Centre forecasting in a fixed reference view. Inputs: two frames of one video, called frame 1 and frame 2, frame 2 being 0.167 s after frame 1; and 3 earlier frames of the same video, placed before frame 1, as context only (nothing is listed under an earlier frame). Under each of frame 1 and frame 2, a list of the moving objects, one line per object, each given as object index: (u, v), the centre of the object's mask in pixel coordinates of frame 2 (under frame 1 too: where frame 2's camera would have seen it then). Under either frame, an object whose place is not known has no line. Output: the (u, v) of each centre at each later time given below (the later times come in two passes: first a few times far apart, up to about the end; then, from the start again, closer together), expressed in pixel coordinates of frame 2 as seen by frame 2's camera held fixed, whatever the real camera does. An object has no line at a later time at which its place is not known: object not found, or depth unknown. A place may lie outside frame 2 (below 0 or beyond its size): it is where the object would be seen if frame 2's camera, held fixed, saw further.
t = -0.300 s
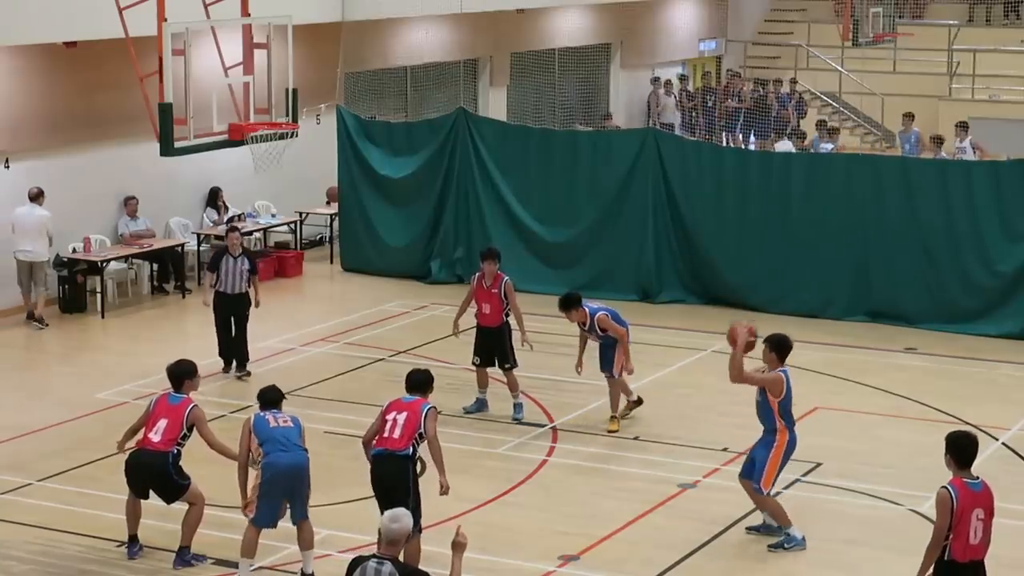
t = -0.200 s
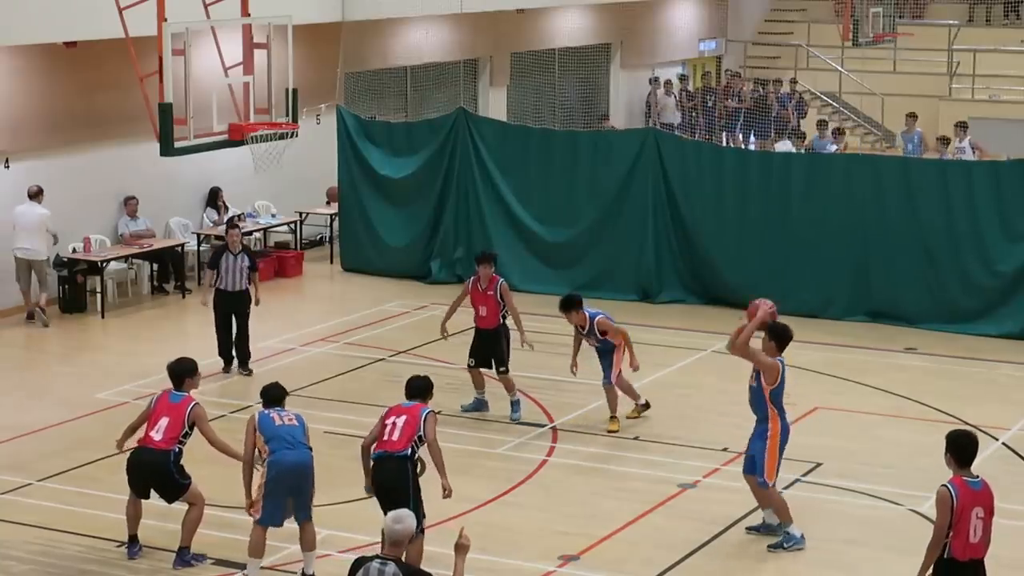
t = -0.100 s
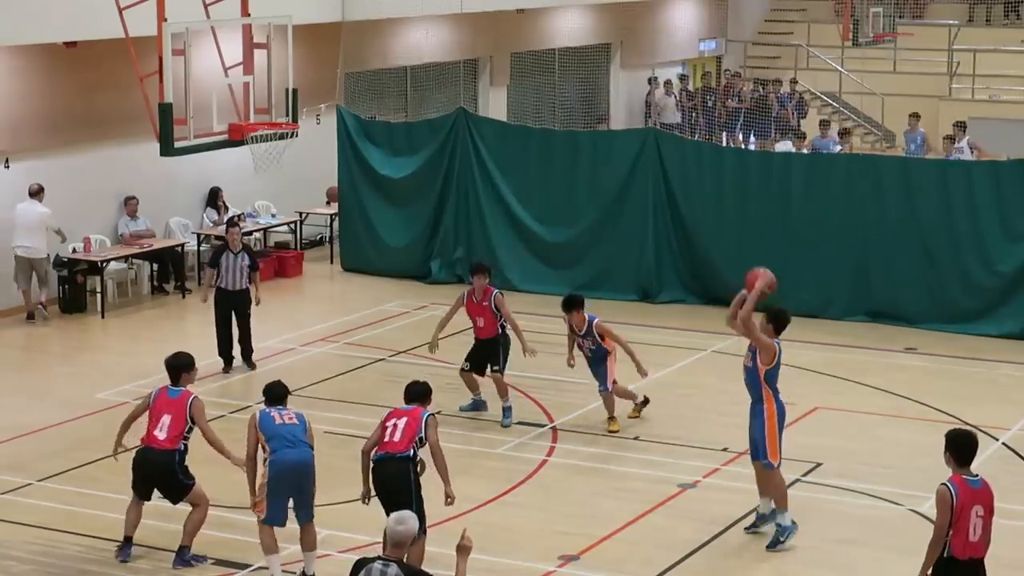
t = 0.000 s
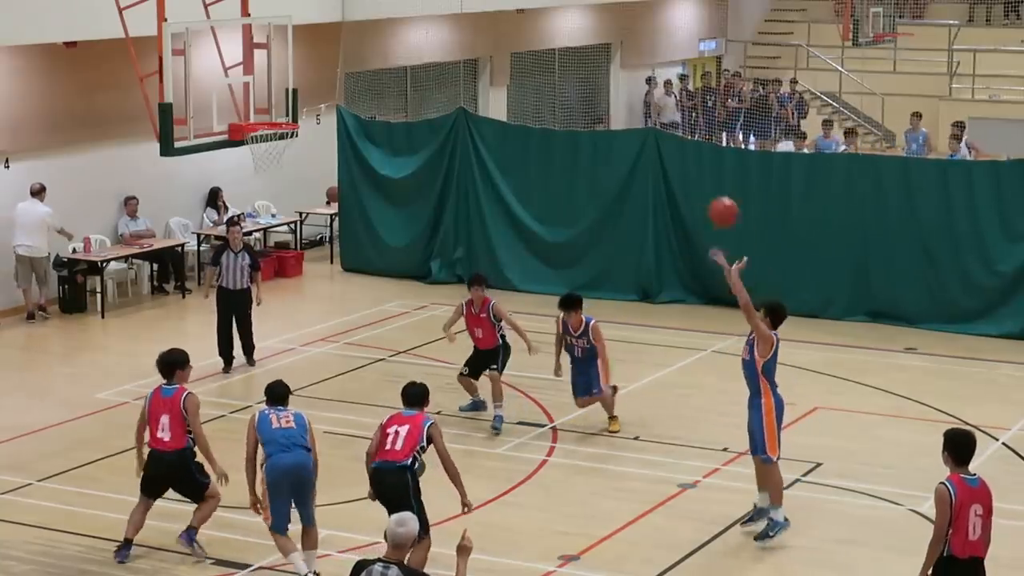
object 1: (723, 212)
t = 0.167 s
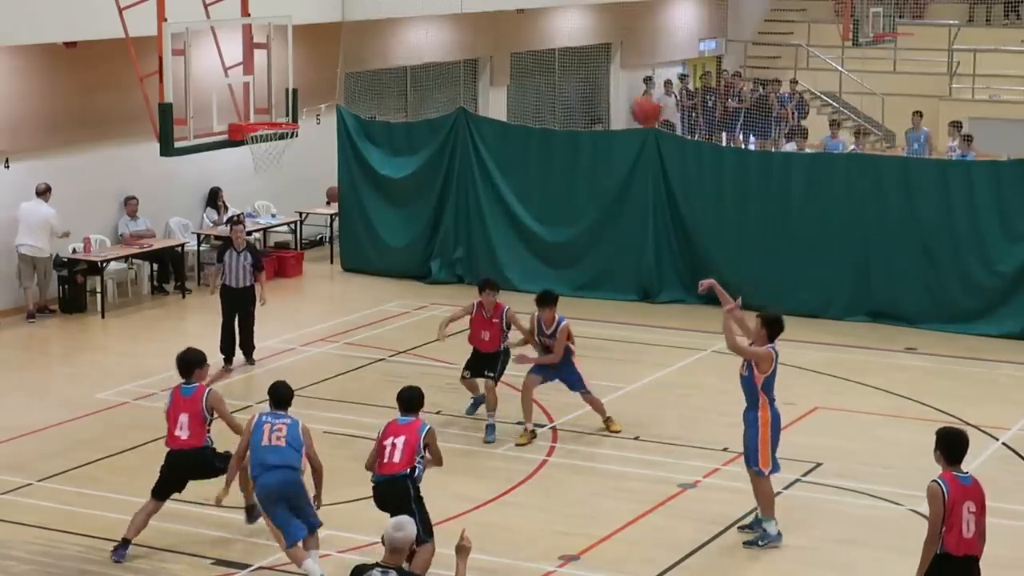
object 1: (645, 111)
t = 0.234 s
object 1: (616, 80)
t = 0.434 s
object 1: (526, 26)
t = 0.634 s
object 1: (442, 19)
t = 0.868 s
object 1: (347, 69)
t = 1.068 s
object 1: (324, 99)
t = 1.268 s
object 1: (373, 82)
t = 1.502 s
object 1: (428, 120)
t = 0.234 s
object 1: (616, 80)
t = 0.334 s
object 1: (571, 47)
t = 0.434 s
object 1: (526, 26)
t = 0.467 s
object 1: (512, 21)
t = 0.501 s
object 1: (498, 18)
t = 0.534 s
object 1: (484, 16)
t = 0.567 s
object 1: (469, 16)
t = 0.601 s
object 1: (455, 16)
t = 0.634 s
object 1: (442, 19)
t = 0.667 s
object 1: (428, 22)
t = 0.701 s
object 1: (414, 27)
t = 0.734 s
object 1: (401, 33)
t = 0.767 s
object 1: (387, 41)
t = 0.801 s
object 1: (374, 50)
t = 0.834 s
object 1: (361, 59)
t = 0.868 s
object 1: (347, 69)
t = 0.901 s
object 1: (335, 81)
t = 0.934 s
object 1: (322, 95)
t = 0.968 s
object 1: (310, 110)
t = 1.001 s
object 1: (309, 114)
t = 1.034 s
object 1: (316, 106)
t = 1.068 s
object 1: (324, 99)
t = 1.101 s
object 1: (331, 92)
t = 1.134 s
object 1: (339, 88)
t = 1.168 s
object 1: (347, 85)
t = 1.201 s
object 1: (355, 82)
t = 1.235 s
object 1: (365, 81)
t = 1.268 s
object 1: (373, 82)
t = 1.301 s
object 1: (379, 83)
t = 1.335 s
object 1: (389, 86)
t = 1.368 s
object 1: (397, 90)
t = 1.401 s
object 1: (403, 95)
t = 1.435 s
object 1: (412, 101)
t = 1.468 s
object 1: (421, 111)
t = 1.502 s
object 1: (428, 120)
